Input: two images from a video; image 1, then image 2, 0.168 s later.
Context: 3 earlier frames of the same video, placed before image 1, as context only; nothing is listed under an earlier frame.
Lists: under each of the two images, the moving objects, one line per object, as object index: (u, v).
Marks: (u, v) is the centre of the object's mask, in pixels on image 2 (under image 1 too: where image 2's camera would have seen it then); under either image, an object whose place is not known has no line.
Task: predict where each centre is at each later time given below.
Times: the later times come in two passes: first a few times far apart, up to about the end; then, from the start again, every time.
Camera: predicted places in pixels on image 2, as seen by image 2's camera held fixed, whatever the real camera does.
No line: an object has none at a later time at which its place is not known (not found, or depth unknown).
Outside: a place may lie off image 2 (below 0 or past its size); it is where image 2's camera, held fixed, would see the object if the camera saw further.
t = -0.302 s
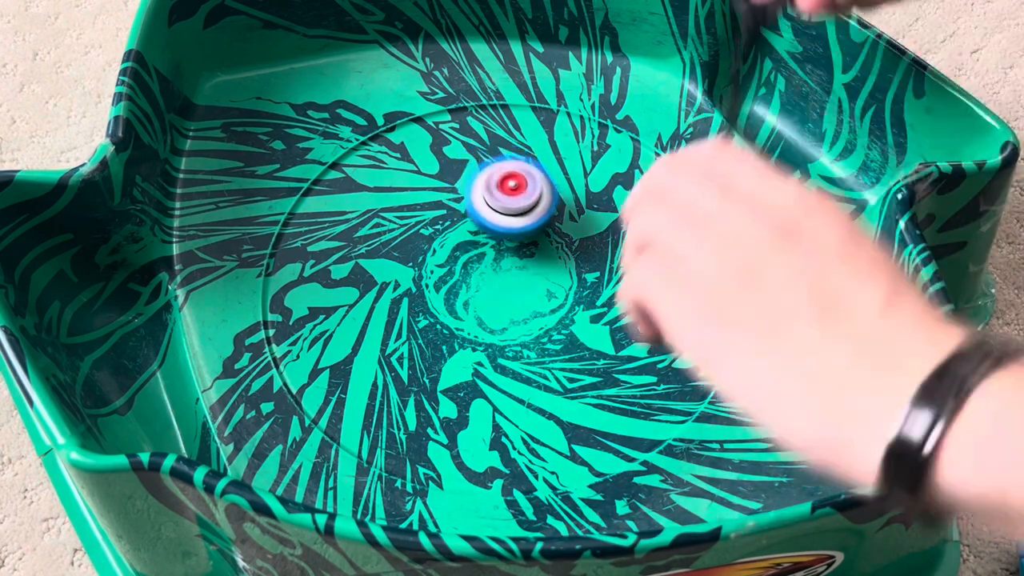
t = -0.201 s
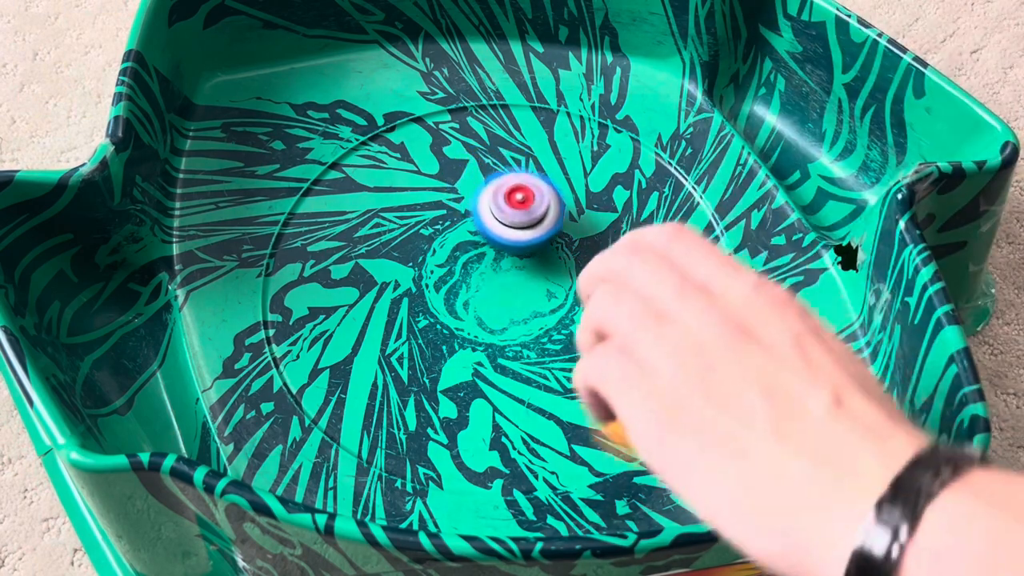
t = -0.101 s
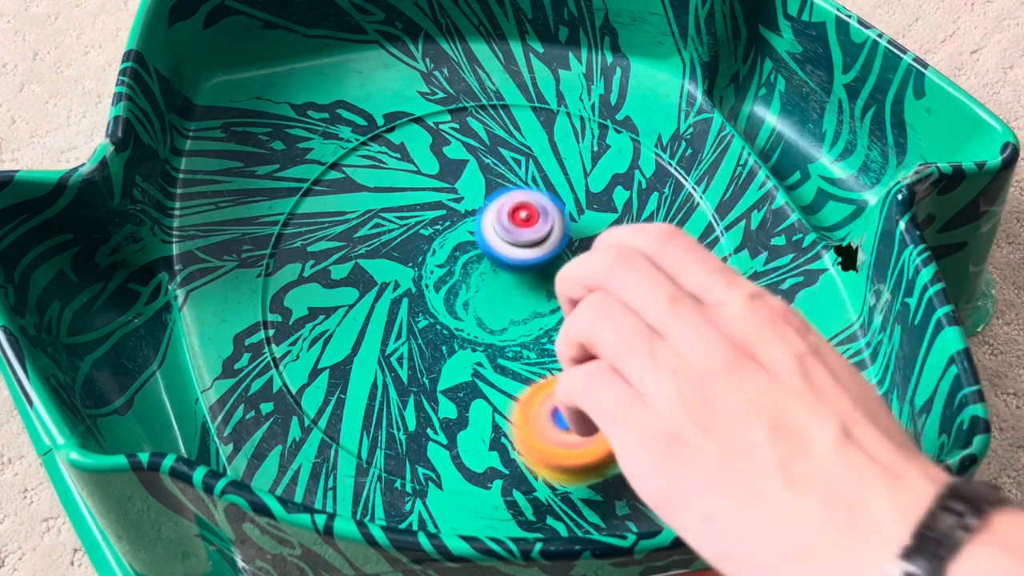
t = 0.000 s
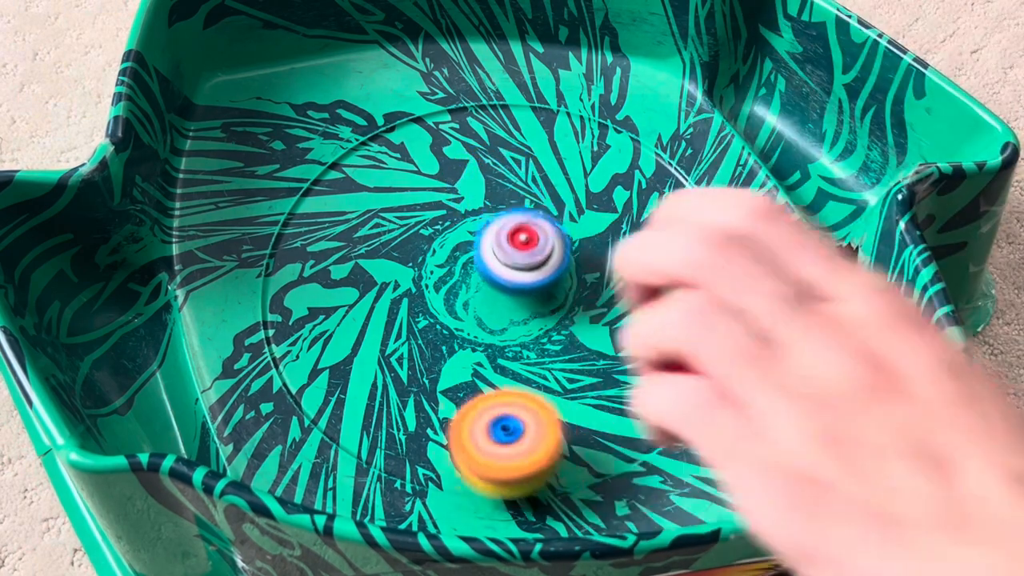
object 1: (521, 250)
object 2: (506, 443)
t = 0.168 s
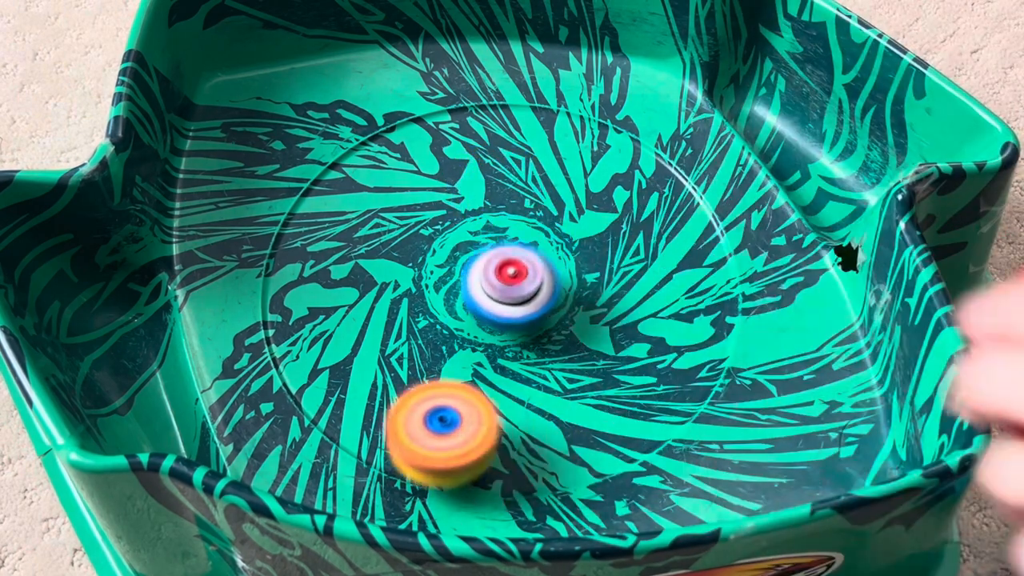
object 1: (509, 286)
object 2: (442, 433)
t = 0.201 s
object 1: (505, 292)
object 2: (433, 432)
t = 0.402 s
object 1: (485, 316)
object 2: (405, 397)
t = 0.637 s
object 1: (495, 306)
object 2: (314, 344)
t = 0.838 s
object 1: (517, 286)
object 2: (314, 304)
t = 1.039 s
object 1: (534, 262)
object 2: (344, 241)
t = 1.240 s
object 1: (546, 243)
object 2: (345, 187)
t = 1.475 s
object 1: (548, 236)
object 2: (370, 181)
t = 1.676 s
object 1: (538, 236)
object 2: (457, 187)
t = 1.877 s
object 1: (655, 351)
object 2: (364, 105)
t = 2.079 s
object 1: (637, 394)
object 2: (331, 76)
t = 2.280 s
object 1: (613, 408)
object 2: (280, 74)
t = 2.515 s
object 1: (560, 365)
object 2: (337, 149)
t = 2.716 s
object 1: (572, 333)
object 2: (433, 255)
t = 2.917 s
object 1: (737, 372)
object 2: (375, 203)
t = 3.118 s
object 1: (783, 364)
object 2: (371, 218)
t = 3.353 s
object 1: (792, 345)
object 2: (469, 238)
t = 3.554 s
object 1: (729, 323)
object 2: (557, 212)
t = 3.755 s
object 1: (618, 318)
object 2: (579, 187)
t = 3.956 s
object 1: (498, 298)
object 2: (560, 206)
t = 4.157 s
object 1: (401, 278)
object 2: (547, 268)
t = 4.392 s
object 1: (349, 279)
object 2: (570, 324)
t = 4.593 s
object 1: (330, 299)
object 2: (576, 326)
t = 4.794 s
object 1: (359, 320)
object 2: (536, 307)
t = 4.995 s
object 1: (363, 330)
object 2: (523, 273)
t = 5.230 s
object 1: (387, 308)
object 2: (528, 202)
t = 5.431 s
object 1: (431, 278)
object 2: (487, 191)
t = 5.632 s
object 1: (459, 278)
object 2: (478, 170)
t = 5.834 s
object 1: (495, 288)
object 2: (478, 164)
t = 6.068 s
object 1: (522, 397)
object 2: (427, 83)
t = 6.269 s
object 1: (543, 405)
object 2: (422, 143)
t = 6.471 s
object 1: (560, 371)
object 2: (527, 256)
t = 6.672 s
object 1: (535, 332)
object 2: (718, 223)
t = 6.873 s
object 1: (498, 300)
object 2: (639, 182)
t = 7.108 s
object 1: (437, 285)
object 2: (539, 246)
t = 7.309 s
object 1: (363, 294)
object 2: (552, 283)
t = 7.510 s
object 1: (346, 308)
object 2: (557, 299)
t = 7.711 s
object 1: (370, 325)
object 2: (539, 299)
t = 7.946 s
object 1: (334, 329)
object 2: (578, 265)
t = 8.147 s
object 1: (249, 295)
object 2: (708, 176)
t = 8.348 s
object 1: (257, 273)
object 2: (715, 144)
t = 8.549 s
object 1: (332, 249)
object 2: (657, 181)
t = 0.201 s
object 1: (505, 292)
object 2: (433, 432)
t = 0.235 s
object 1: (503, 297)
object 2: (426, 430)
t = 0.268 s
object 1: (499, 302)
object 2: (420, 426)
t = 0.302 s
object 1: (495, 307)
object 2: (415, 421)
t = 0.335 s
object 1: (491, 310)
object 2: (411, 415)
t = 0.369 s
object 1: (488, 314)
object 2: (408, 407)
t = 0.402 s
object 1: (485, 316)
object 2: (405, 397)
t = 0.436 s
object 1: (481, 318)
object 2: (400, 385)
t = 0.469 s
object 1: (483, 317)
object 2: (389, 375)
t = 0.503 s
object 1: (488, 313)
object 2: (373, 368)
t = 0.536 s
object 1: (490, 310)
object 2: (356, 360)
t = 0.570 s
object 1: (491, 309)
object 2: (340, 354)
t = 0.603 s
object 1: (493, 308)
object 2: (326, 348)
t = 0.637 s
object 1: (495, 306)
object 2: (314, 344)
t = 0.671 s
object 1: (498, 304)
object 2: (303, 340)
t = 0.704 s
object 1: (501, 302)
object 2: (294, 337)
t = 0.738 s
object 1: (504, 299)
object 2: (291, 333)
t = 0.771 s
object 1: (506, 296)
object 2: (298, 328)
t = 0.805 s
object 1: (513, 289)
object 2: (310, 314)
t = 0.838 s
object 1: (517, 286)
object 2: (314, 304)
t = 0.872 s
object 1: (520, 282)
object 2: (319, 295)
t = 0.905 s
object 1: (523, 278)
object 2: (324, 285)
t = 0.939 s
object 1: (526, 274)
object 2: (330, 275)
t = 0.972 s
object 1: (529, 270)
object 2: (335, 264)
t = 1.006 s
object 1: (532, 266)
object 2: (340, 253)
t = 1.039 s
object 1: (534, 262)
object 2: (344, 241)
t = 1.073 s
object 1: (536, 258)
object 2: (346, 231)
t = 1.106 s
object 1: (538, 254)
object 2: (347, 220)
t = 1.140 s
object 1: (541, 251)
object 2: (348, 210)
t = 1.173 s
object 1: (543, 248)
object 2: (347, 201)
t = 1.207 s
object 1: (544, 245)
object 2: (346, 193)
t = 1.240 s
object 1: (546, 243)
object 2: (345, 187)
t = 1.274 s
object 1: (548, 241)
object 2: (345, 183)
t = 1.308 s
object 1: (548, 239)
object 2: (346, 180)
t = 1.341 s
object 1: (549, 238)
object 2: (347, 178)
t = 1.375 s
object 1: (549, 237)
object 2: (350, 177)
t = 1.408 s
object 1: (549, 236)
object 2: (354, 178)
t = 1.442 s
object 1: (549, 236)
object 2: (361, 180)
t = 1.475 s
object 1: (548, 236)
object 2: (370, 181)
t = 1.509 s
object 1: (547, 235)
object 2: (381, 183)
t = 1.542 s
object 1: (546, 234)
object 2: (394, 185)
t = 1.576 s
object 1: (545, 234)
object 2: (408, 187)
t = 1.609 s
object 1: (543, 234)
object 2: (425, 188)
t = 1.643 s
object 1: (541, 234)
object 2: (441, 188)
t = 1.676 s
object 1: (538, 236)
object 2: (457, 187)
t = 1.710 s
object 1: (565, 257)
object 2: (450, 166)
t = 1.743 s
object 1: (593, 281)
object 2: (433, 138)
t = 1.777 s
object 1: (618, 302)
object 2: (414, 116)
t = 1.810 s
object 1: (638, 324)
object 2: (393, 101)
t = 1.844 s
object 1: (649, 338)
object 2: (377, 96)
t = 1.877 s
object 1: (655, 351)
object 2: (364, 105)
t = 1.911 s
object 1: (657, 361)
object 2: (353, 105)
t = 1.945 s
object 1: (654, 370)
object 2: (345, 105)
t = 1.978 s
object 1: (650, 377)
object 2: (341, 101)
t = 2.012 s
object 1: (645, 383)
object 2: (339, 94)
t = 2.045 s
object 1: (641, 389)
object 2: (336, 85)
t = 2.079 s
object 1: (637, 394)
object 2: (331, 76)
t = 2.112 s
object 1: (633, 399)
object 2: (324, 69)
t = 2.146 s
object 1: (630, 403)
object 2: (314, 65)
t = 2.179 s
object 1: (626, 406)
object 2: (302, 63)
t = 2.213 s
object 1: (622, 408)
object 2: (292, 65)
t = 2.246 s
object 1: (617, 408)
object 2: (285, 68)
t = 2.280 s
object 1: (613, 408)
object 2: (280, 74)
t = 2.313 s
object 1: (608, 406)
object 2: (279, 82)
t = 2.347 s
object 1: (602, 404)
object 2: (283, 92)
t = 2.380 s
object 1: (595, 400)
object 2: (289, 103)
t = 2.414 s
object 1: (586, 393)
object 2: (298, 114)
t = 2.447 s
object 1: (577, 385)
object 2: (309, 124)
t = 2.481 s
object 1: (568, 375)
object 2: (322, 134)
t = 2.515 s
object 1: (560, 365)
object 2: (337, 149)
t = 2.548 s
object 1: (552, 355)
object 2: (350, 168)
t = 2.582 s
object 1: (545, 345)
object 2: (364, 192)
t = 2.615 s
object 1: (539, 335)
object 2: (383, 218)
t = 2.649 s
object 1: (532, 325)
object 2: (409, 243)
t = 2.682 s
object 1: (527, 316)
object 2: (439, 264)
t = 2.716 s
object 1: (572, 333)
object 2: (433, 255)
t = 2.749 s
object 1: (622, 352)
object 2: (423, 241)
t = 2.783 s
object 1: (669, 367)
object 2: (412, 230)
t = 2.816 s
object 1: (699, 372)
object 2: (401, 219)
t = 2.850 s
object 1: (714, 372)
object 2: (391, 212)
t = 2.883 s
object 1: (727, 372)
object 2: (383, 206)
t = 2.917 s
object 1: (737, 372)
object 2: (375, 203)
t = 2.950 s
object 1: (746, 371)
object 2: (369, 202)
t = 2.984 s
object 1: (754, 371)
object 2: (364, 203)
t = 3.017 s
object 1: (762, 370)
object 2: (362, 205)
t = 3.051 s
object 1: (769, 369)
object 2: (362, 209)
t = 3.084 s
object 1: (776, 367)
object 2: (365, 214)
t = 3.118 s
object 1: (783, 364)
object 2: (371, 218)
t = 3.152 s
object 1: (788, 362)
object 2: (380, 223)
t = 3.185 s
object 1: (792, 359)
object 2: (391, 229)
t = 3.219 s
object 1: (796, 355)
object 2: (404, 232)
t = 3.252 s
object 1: (797, 353)
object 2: (418, 235)
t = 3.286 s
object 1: (797, 351)
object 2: (435, 237)
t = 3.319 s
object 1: (796, 348)
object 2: (452, 239)
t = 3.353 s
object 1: (792, 345)
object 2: (469, 238)
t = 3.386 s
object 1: (788, 342)
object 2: (486, 236)
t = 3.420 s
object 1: (779, 338)
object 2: (502, 233)
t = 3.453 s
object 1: (769, 335)
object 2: (517, 230)
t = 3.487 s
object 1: (757, 330)
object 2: (532, 225)
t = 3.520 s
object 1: (744, 327)
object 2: (546, 219)
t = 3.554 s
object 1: (729, 323)
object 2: (557, 212)
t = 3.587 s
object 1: (710, 325)
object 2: (566, 205)
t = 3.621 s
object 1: (690, 324)
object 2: (573, 199)
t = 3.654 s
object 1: (671, 323)
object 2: (577, 194)
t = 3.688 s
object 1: (652, 321)
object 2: (579, 190)
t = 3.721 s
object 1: (636, 319)
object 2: (579, 188)
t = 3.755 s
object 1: (618, 318)
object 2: (579, 187)
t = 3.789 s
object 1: (600, 315)
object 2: (577, 187)
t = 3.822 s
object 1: (581, 312)
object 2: (575, 188)
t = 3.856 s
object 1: (562, 309)
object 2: (572, 190)
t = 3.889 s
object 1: (541, 305)
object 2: (568, 194)
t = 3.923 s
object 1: (519, 302)
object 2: (564, 200)
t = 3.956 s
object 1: (498, 298)
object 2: (560, 206)
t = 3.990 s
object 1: (477, 293)
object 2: (556, 214)
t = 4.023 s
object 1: (459, 290)
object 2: (553, 224)
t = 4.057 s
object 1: (442, 286)
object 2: (551, 234)
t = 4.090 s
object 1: (426, 282)
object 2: (549, 246)
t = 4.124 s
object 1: (413, 280)
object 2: (547, 257)
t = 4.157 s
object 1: (401, 278)
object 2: (547, 268)
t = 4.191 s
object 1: (391, 277)
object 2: (549, 277)
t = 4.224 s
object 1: (383, 277)
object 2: (551, 288)
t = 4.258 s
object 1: (375, 276)
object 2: (554, 298)
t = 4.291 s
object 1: (368, 276)
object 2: (558, 306)
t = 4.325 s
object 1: (361, 276)
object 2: (562, 313)
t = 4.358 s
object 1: (355, 278)
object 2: (566, 320)
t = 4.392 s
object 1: (349, 279)
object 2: (570, 324)
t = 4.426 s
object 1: (344, 281)
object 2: (574, 327)
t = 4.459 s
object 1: (339, 284)
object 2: (577, 329)
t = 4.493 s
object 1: (335, 287)
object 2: (578, 329)
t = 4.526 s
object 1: (332, 292)
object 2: (578, 329)
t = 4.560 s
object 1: (330, 295)
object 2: (578, 328)
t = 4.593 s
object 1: (330, 299)
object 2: (576, 326)
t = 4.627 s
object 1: (331, 303)
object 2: (573, 323)
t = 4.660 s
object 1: (334, 307)
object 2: (567, 321)
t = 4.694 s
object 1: (338, 311)
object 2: (562, 317)
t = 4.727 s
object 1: (343, 314)
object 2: (554, 314)
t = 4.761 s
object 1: (350, 317)
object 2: (545, 310)
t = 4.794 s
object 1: (359, 320)
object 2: (536, 307)
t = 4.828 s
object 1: (368, 321)
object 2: (525, 304)
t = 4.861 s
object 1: (377, 322)
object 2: (514, 300)
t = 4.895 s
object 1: (387, 323)
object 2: (503, 298)
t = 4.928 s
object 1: (386, 324)
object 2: (501, 294)
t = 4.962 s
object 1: (372, 328)
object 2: (514, 284)
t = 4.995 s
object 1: (363, 330)
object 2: (523, 273)
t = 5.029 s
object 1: (362, 329)
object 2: (530, 263)
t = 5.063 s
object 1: (363, 328)
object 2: (535, 250)
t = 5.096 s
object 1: (365, 326)
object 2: (538, 240)
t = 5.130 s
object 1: (368, 322)
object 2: (537, 228)
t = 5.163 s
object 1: (373, 318)
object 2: (536, 218)
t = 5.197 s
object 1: (379, 313)
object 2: (533, 210)
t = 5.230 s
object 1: (387, 308)
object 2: (528, 202)
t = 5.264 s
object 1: (394, 304)
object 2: (522, 195)
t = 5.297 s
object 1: (402, 299)
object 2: (516, 191)
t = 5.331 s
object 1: (409, 294)
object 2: (508, 188)
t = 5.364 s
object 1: (417, 289)
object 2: (501, 188)
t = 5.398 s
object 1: (424, 284)
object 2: (494, 188)
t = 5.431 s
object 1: (431, 278)
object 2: (487, 191)
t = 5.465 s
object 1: (438, 273)
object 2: (482, 194)
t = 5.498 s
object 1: (439, 279)
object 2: (482, 188)
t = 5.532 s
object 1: (443, 283)
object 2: (482, 181)
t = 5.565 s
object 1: (449, 283)
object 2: (481, 176)
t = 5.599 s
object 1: (454, 281)
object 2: (479, 172)
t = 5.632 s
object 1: (459, 278)
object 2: (478, 170)
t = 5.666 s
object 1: (464, 275)
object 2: (476, 170)
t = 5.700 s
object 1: (470, 272)
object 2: (475, 171)
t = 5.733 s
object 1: (476, 268)
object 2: (474, 173)
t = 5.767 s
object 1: (481, 264)
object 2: (475, 177)
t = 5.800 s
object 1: (488, 262)
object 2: (476, 180)
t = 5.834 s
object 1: (495, 288)
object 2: (478, 164)
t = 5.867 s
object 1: (502, 319)
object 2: (475, 137)
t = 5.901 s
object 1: (508, 345)
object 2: (471, 115)
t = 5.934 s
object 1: (513, 366)
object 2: (463, 96)
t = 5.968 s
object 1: (518, 380)
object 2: (452, 85)
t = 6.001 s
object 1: (520, 388)
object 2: (443, 84)
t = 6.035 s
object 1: (521, 393)
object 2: (433, 83)
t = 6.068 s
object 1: (522, 397)
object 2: (427, 83)
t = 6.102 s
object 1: (524, 401)
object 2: (424, 84)
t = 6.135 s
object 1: (527, 404)
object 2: (423, 87)
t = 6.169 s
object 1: (531, 406)
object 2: (421, 94)
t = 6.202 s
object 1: (535, 407)
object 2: (418, 108)
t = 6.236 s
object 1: (539, 406)
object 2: (418, 126)
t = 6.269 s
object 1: (543, 405)
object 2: (422, 143)
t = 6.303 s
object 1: (547, 402)
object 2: (429, 163)
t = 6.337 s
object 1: (551, 397)
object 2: (441, 182)
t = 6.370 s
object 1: (555, 392)
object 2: (457, 204)
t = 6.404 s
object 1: (557, 386)
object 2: (477, 222)
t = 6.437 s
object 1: (559, 379)
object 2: (501, 240)
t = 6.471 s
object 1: (560, 371)
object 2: (527, 256)
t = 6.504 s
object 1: (560, 363)
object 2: (555, 267)
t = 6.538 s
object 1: (559, 359)
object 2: (588, 270)
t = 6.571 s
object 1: (550, 352)
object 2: (652, 262)
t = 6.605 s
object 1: (546, 346)
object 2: (679, 252)
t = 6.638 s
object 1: (540, 339)
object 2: (701, 238)
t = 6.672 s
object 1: (535, 332)
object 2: (718, 223)
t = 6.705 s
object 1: (529, 326)
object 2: (716, 206)
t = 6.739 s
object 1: (523, 319)
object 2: (704, 197)
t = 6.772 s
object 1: (518, 314)
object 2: (684, 189)
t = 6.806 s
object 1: (511, 308)
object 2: (668, 184)
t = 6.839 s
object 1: (504, 304)
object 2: (654, 182)
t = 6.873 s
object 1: (498, 300)
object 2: (639, 182)
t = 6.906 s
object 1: (491, 295)
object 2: (623, 185)
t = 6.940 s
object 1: (484, 292)
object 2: (606, 192)
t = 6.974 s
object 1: (477, 288)
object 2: (589, 200)
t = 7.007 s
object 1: (470, 286)
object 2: (571, 211)
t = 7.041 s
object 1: (462, 283)
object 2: (556, 224)
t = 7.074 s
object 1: (455, 281)
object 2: (541, 237)
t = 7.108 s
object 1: (437, 285)
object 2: (539, 246)
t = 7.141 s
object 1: (418, 286)
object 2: (540, 253)
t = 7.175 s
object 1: (403, 288)
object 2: (542, 261)
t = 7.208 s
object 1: (389, 289)
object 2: (544, 266)
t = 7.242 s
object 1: (378, 290)
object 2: (547, 272)
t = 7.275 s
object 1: (370, 292)
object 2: (549, 278)
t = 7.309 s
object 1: (363, 294)
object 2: (552, 283)
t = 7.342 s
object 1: (359, 295)
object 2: (554, 288)
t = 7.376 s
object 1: (355, 297)
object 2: (556, 291)
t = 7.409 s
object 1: (351, 300)
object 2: (557, 295)
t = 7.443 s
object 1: (349, 302)
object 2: (557, 296)
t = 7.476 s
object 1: (347, 305)
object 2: (556, 298)
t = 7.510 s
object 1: (346, 308)
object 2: (557, 299)
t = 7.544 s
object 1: (346, 312)
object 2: (555, 300)
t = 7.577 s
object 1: (348, 316)
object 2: (553, 301)
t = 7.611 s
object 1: (353, 319)
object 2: (550, 301)
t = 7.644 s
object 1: (357, 322)
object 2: (547, 301)
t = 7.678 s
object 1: (363, 324)
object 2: (543, 300)
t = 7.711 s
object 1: (370, 325)
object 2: (539, 299)
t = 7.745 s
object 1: (378, 326)
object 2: (534, 298)
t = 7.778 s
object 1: (385, 325)
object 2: (528, 297)
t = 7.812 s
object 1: (394, 323)
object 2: (523, 295)
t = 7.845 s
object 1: (401, 322)
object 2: (517, 294)
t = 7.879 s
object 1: (409, 319)
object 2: (511, 292)
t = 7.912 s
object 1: (379, 322)
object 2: (539, 281)
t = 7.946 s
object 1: (334, 329)
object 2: (578, 265)
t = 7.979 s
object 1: (296, 333)
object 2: (615, 251)
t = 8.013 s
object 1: (269, 332)
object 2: (642, 236)
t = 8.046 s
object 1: (260, 323)
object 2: (666, 222)
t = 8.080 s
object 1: (253, 311)
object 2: (686, 205)
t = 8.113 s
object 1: (250, 302)
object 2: (705, 189)
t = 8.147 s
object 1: (249, 295)
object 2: (708, 176)
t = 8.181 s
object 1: (249, 289)
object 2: (707, 166)
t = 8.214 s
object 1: (249, 285)
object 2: (708, 159)
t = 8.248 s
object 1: (250, 281)
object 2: (709, 153)
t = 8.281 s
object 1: (252, 278)
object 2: (713, 148)
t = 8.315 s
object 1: (253, 275)
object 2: (715, 146)
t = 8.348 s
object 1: (257, 273)
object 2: (715, 144)
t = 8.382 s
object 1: (264, 270)
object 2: (712, 145)
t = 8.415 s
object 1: (278, 264)
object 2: (708, 147)
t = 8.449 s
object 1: (293, 258)
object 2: (700, 152)
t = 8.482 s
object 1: (307, 254)
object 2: (690, 159)
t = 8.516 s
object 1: (320, 252)
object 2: (675, 169)
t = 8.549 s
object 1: (332, 249)
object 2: (657, 181)
